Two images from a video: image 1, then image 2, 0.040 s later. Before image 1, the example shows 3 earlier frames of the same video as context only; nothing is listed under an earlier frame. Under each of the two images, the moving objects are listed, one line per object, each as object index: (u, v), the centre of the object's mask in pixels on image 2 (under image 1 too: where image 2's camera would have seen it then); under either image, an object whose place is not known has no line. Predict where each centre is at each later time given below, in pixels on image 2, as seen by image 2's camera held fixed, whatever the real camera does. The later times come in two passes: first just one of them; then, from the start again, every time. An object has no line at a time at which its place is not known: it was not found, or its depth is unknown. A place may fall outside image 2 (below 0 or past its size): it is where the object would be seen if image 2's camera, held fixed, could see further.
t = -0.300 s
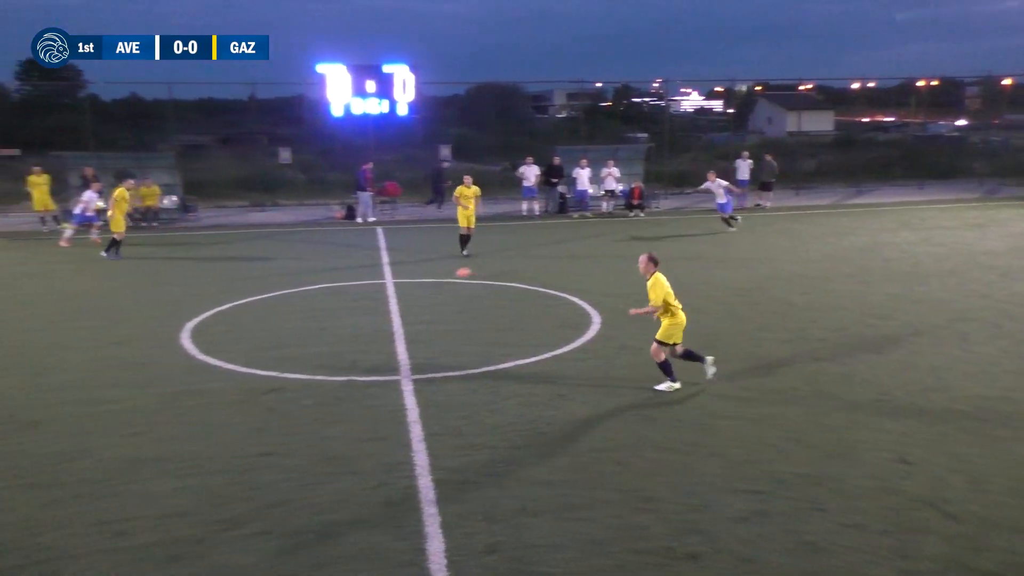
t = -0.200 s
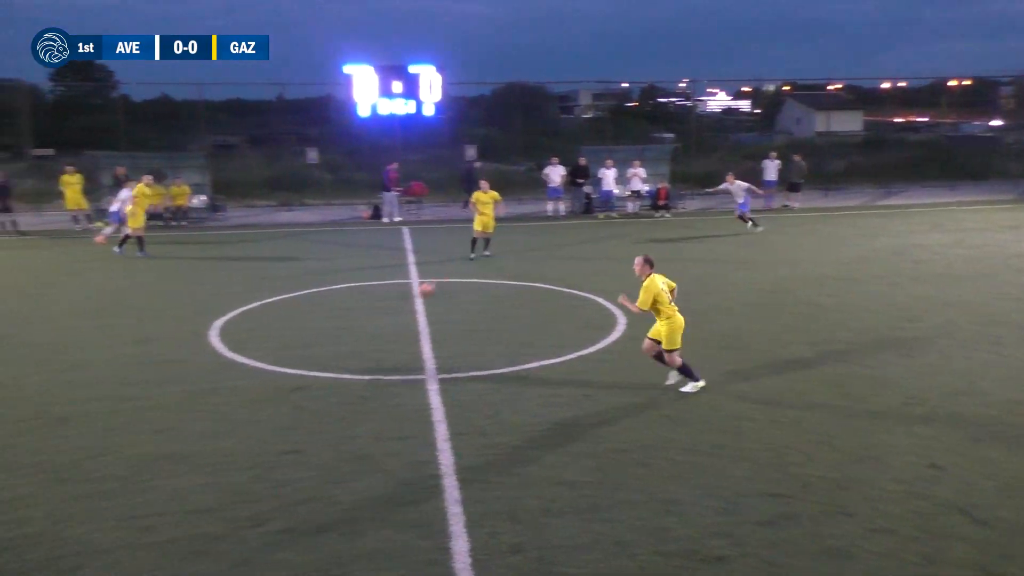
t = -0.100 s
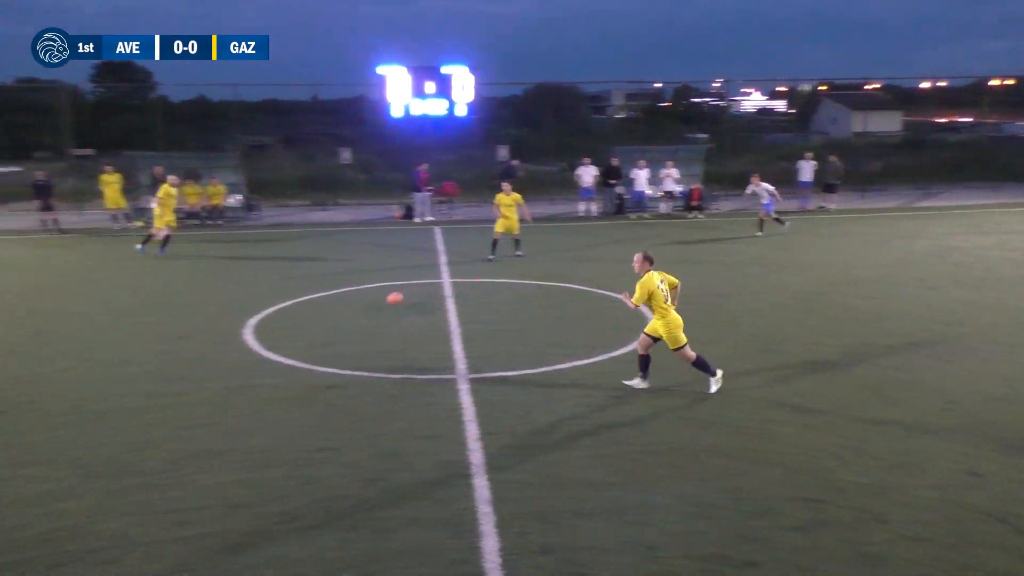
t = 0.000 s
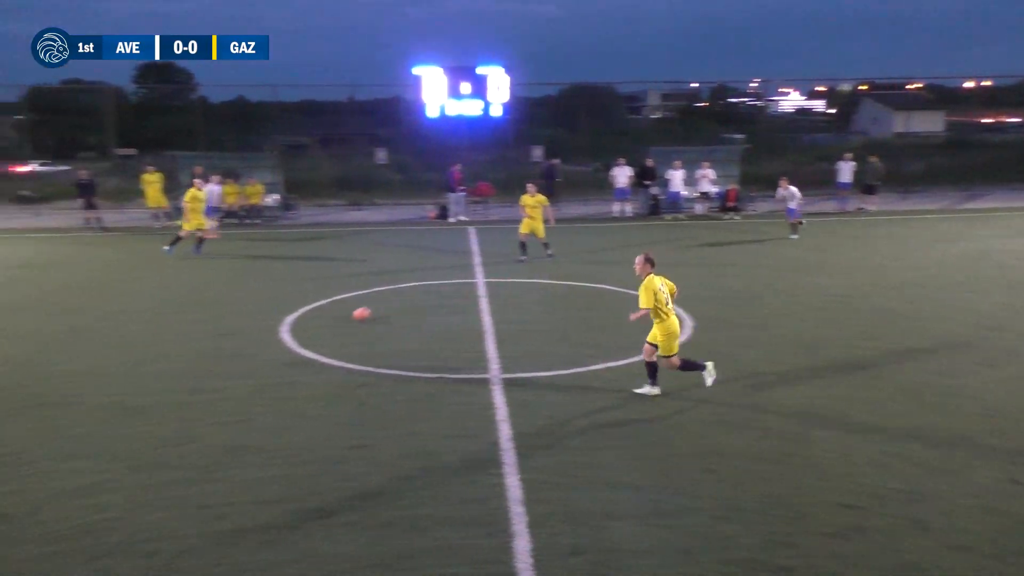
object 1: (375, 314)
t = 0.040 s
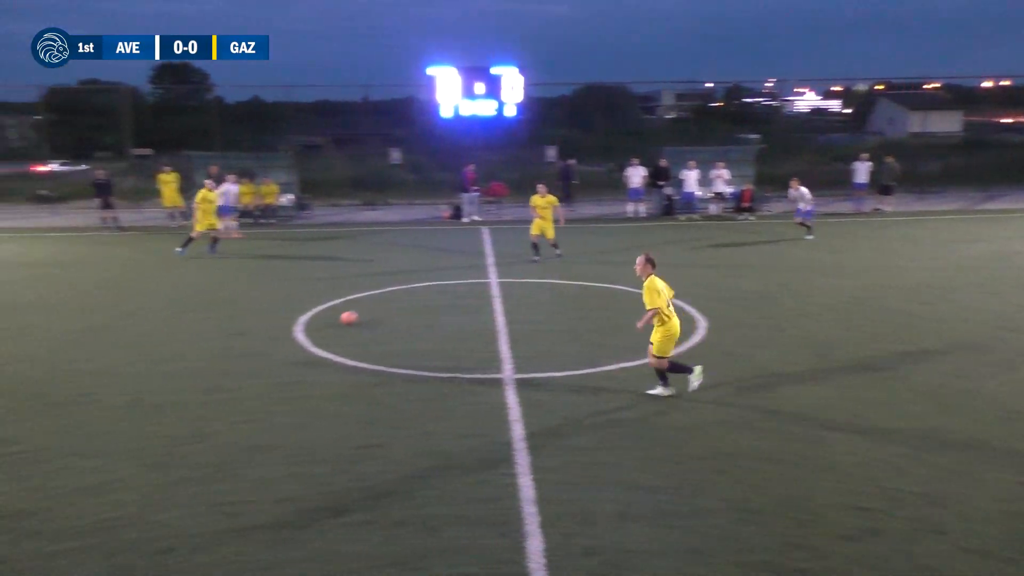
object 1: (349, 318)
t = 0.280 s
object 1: (177, 349)
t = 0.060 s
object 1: (335, 320)
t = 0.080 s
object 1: (321, 322)
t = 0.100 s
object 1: (308, 323)
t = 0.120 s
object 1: (292, 328)
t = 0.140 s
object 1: (281, 331)
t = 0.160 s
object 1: (266, 334)
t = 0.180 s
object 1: (252, 336)
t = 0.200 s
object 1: (236, 338)
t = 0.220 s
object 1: (222, 340)
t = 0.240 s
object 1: (206, 343)
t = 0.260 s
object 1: (192, 346)
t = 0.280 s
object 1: (177, 349)
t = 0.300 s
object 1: (161, 353)
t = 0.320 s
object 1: (145, 356)
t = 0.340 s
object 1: (128, 359)
